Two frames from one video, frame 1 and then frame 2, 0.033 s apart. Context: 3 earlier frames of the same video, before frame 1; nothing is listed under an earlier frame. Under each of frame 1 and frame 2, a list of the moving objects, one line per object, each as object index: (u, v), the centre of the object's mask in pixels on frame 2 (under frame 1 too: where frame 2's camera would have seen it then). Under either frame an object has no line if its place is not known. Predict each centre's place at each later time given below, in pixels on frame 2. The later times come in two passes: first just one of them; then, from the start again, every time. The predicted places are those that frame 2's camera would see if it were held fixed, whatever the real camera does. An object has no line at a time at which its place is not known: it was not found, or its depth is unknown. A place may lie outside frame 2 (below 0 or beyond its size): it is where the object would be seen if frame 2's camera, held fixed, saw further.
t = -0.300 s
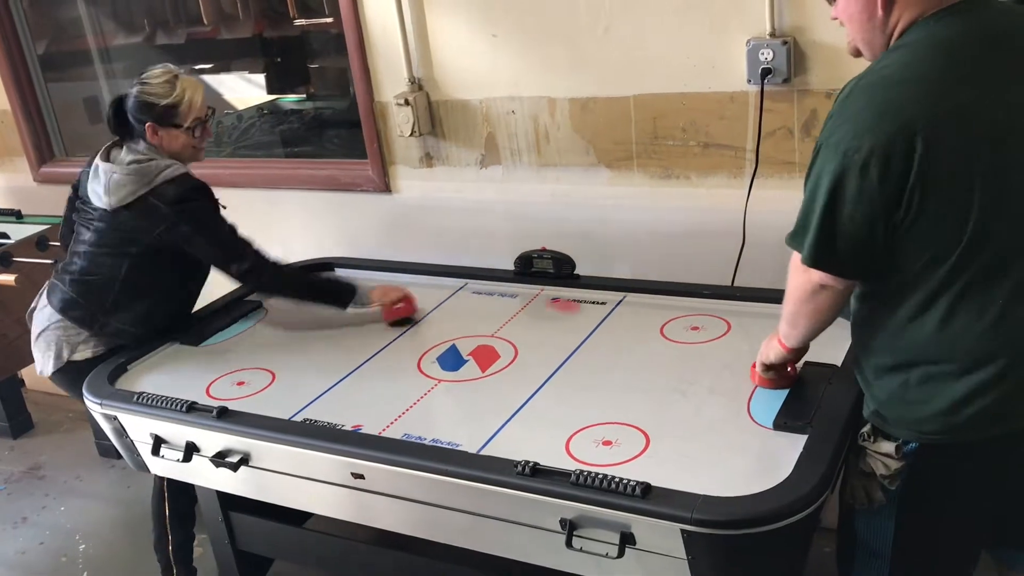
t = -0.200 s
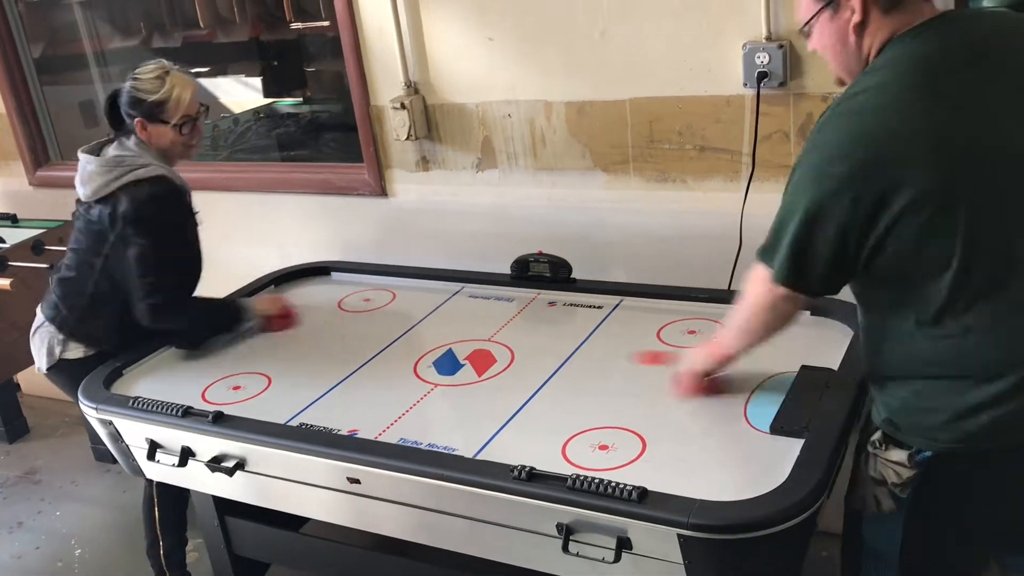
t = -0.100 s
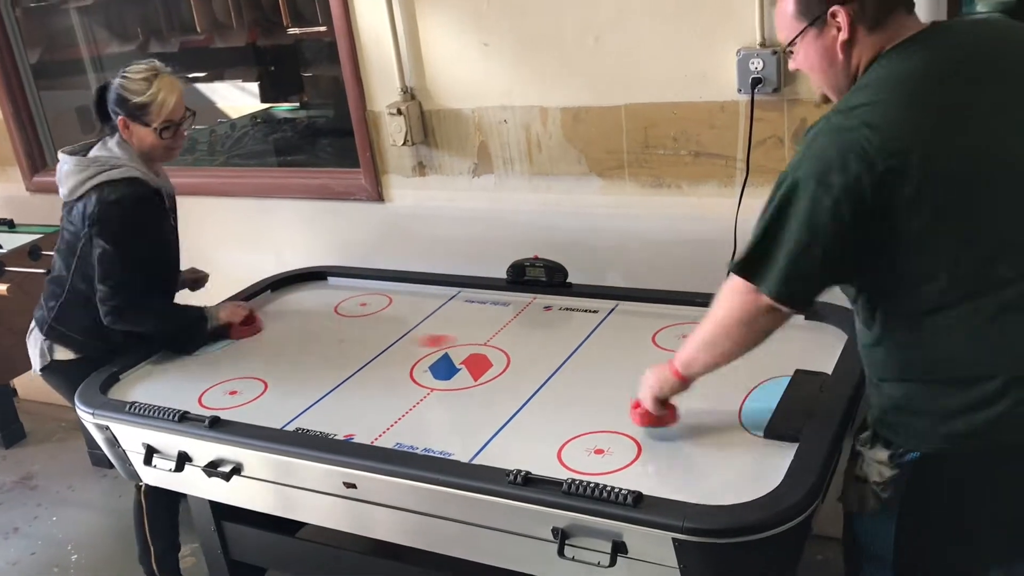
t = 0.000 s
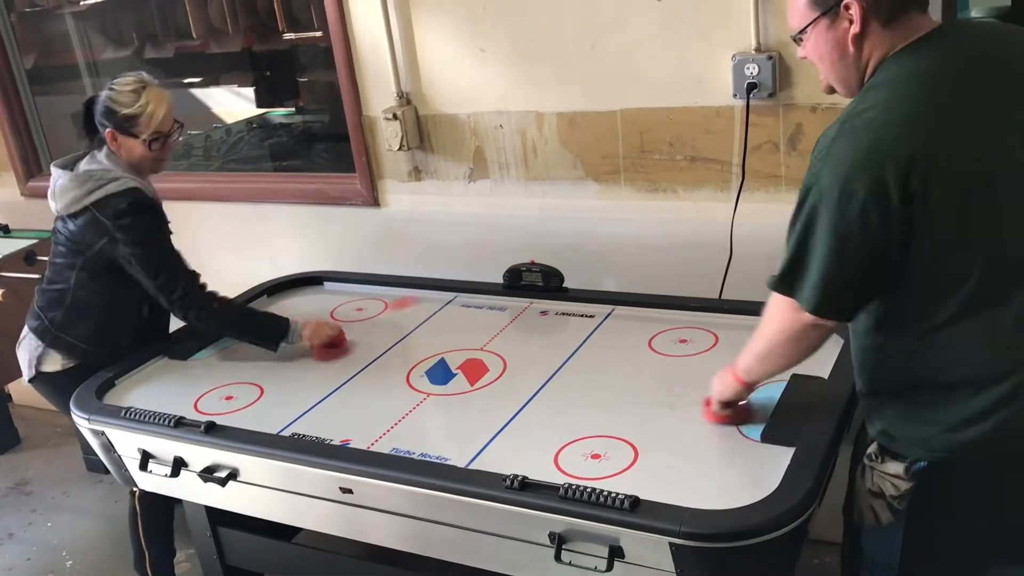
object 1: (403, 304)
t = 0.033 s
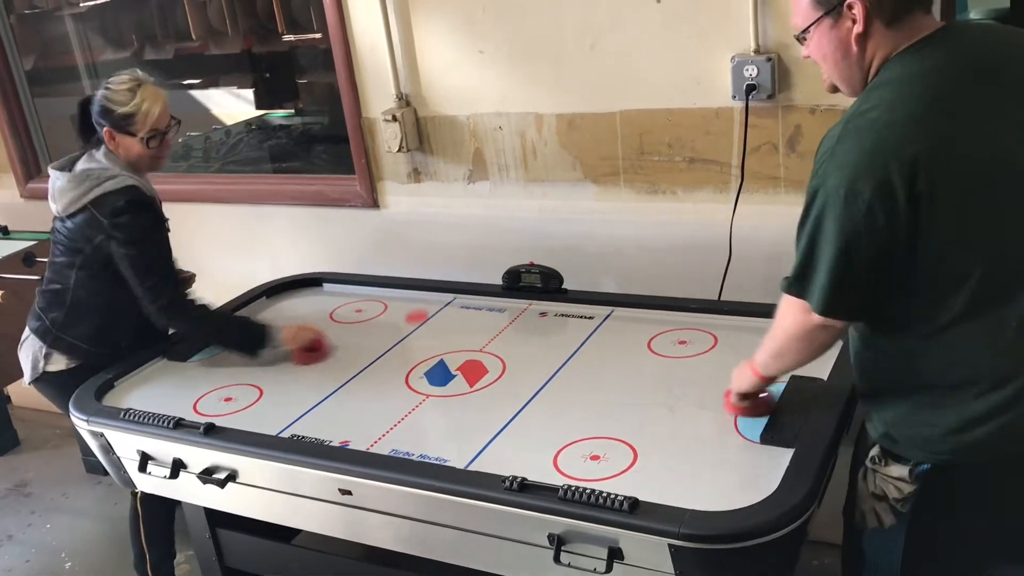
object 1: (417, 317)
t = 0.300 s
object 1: (544, 403)
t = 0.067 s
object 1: (417, 344)
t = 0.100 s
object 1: (416, 373)
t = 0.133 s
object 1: (418, 405)
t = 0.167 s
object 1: (418, 440)
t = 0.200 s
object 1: (440, 452)
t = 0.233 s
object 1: (476, 435)
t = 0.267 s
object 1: (511, 419)
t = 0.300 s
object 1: (544, 403)
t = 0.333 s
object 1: (575, 388)
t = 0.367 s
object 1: (604, 374)
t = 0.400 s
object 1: (631, 361)
